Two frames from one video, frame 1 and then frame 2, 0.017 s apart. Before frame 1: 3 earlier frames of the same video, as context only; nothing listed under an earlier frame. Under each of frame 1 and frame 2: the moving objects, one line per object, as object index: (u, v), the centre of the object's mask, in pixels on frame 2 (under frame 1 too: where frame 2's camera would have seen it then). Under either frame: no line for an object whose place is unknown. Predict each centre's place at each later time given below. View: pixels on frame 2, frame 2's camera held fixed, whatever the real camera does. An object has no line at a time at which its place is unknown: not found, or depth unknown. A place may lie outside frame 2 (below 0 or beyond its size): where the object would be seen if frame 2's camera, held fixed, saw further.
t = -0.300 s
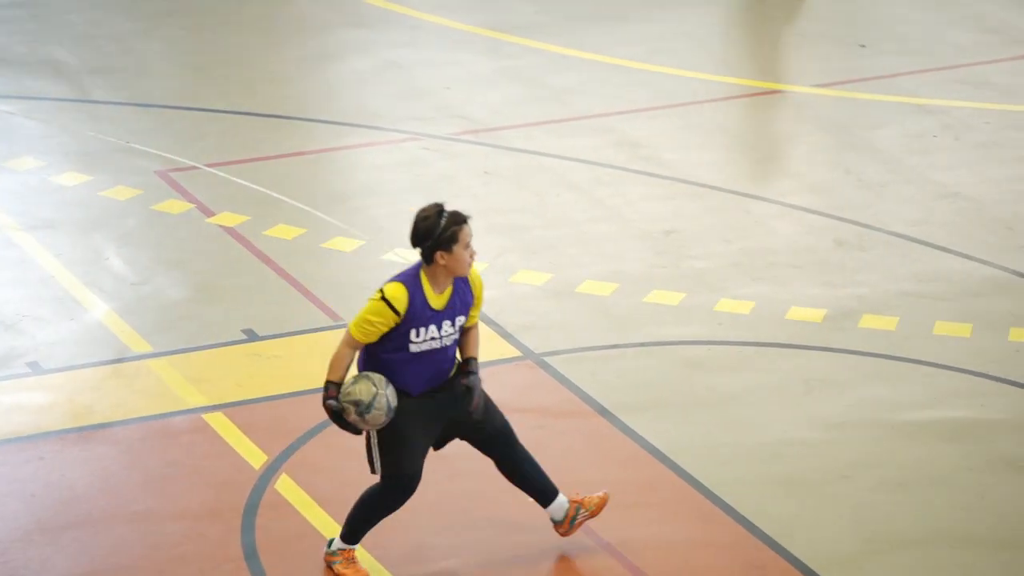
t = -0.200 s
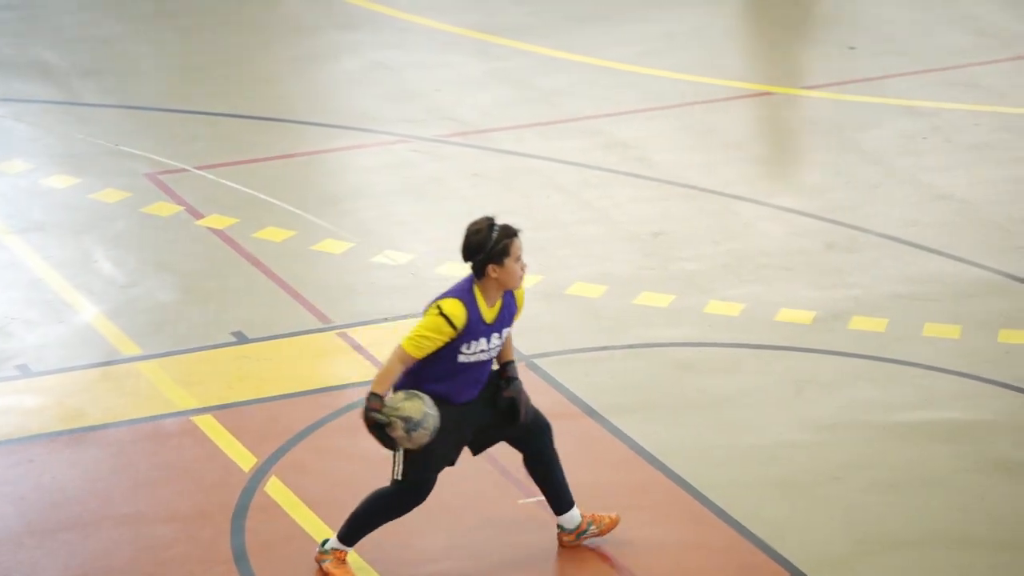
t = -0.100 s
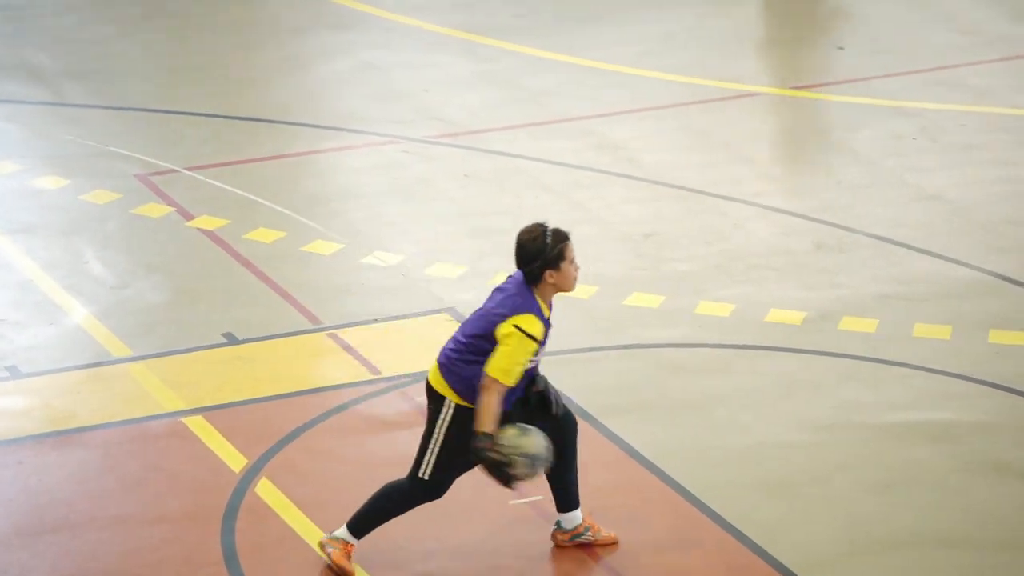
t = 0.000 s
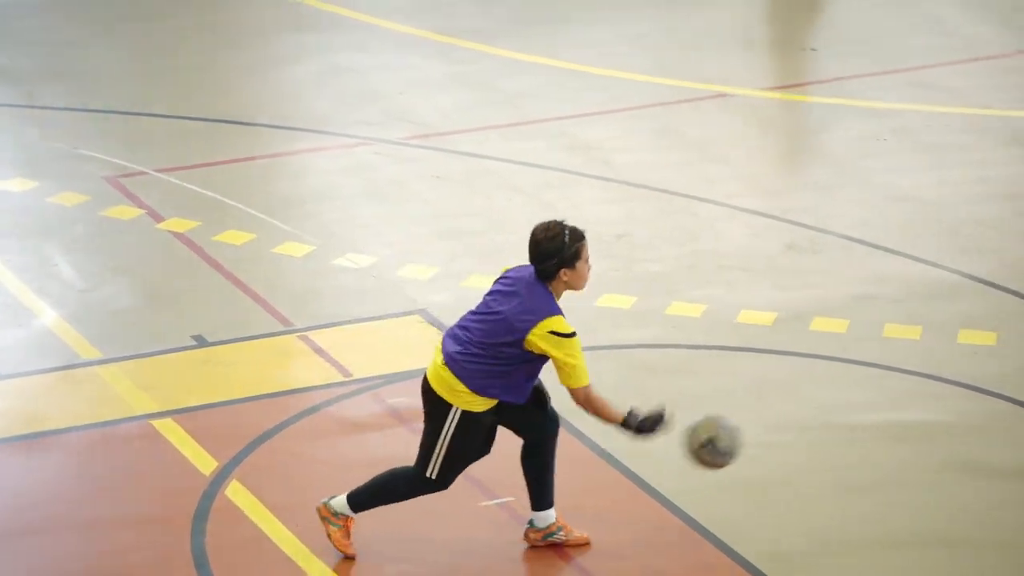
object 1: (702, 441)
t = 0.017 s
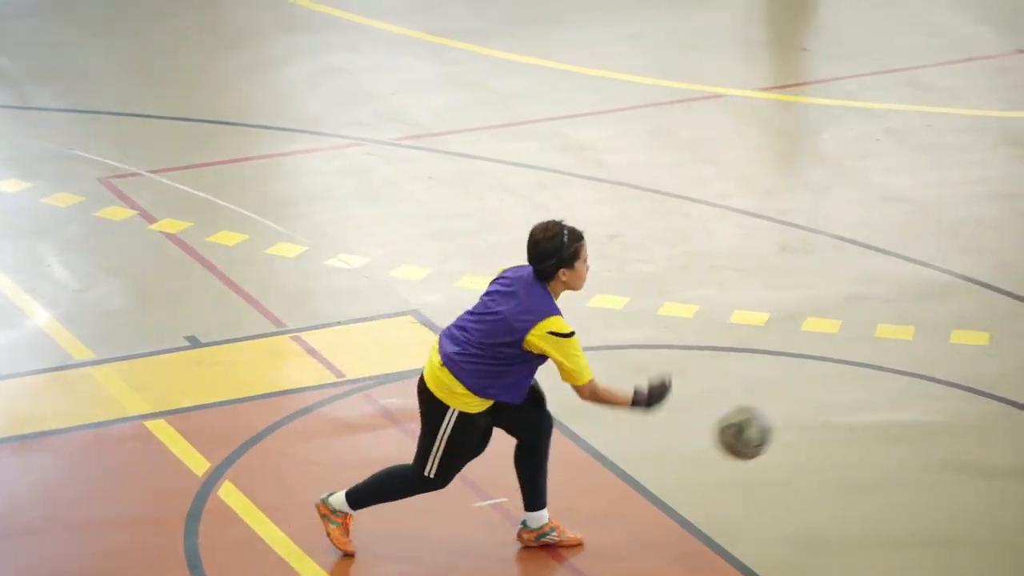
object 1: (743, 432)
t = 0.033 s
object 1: (782, 423)
